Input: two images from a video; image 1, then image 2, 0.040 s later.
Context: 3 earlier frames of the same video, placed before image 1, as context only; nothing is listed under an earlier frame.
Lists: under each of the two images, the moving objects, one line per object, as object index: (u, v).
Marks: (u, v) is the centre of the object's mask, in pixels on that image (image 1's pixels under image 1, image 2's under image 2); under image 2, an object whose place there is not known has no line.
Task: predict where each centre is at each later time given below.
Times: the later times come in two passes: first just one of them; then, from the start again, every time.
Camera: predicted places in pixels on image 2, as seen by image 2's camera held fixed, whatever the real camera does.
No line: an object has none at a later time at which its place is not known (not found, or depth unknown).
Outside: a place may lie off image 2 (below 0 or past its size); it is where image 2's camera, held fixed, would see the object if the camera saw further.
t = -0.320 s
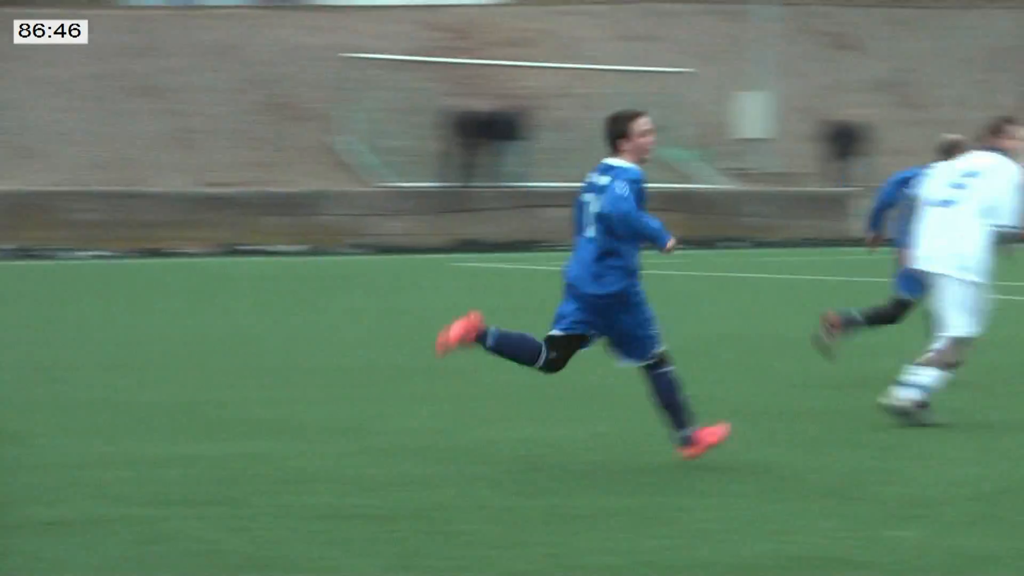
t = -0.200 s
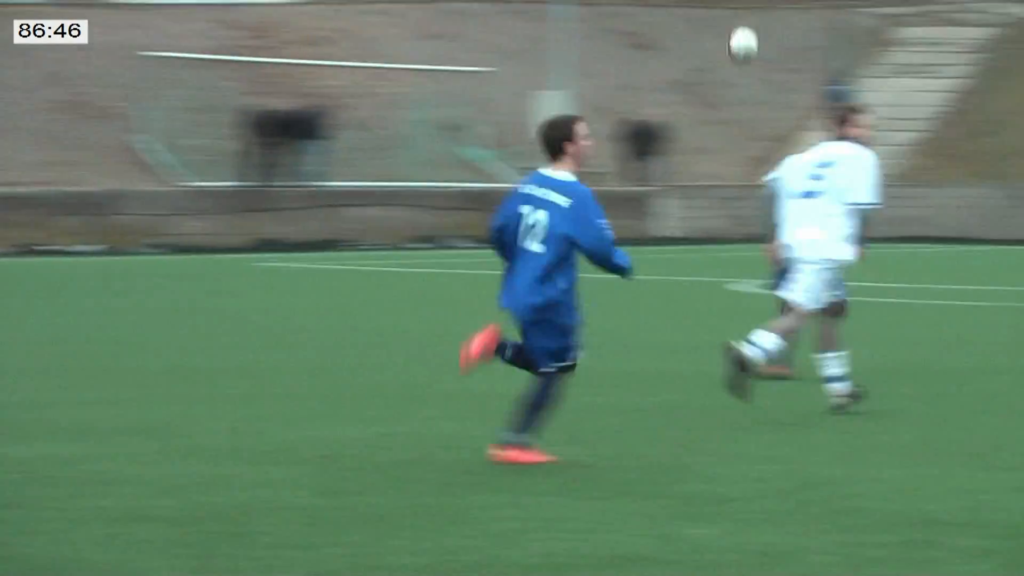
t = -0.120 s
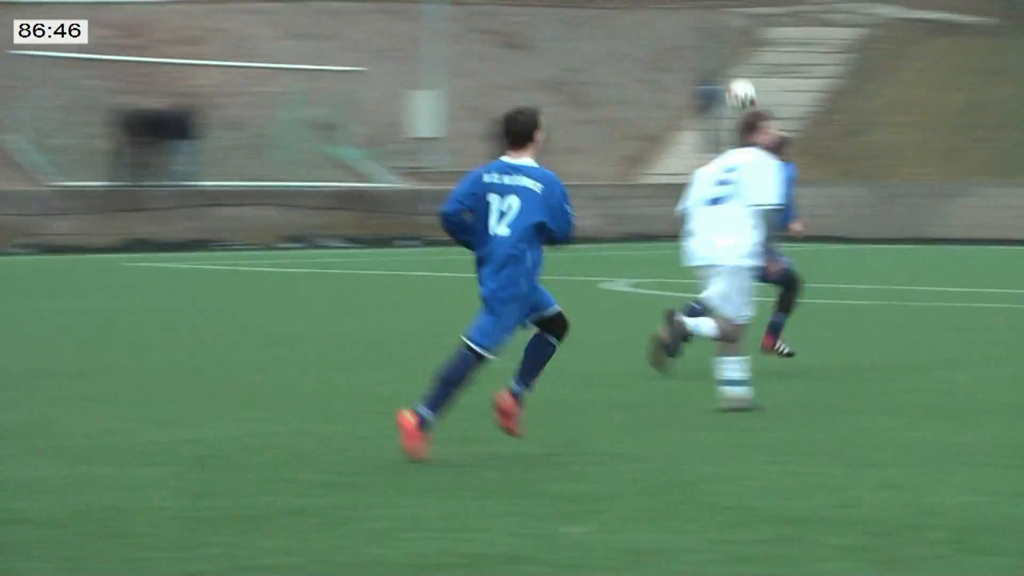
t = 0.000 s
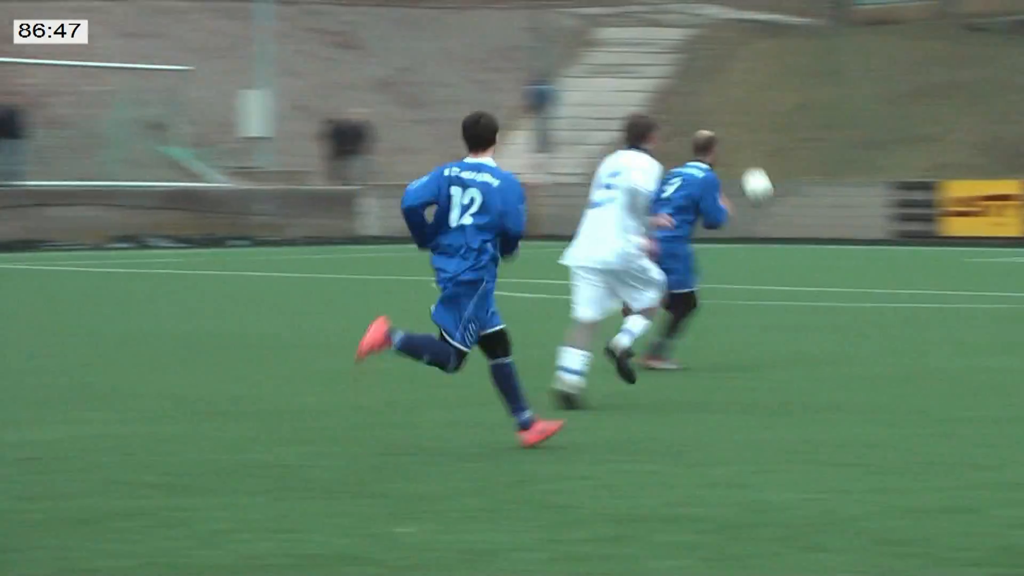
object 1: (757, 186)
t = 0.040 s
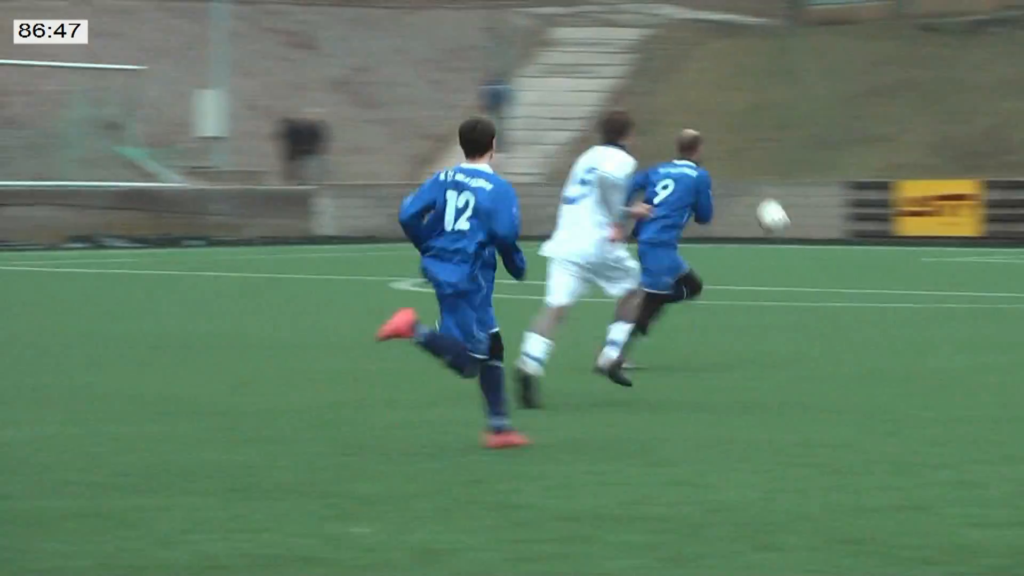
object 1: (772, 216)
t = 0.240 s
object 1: (1016, 280)
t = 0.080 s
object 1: (833, 249)
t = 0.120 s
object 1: (893, 287)
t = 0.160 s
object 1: (953, 327)
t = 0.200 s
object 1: (989, 312)
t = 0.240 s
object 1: (1016, 280)
